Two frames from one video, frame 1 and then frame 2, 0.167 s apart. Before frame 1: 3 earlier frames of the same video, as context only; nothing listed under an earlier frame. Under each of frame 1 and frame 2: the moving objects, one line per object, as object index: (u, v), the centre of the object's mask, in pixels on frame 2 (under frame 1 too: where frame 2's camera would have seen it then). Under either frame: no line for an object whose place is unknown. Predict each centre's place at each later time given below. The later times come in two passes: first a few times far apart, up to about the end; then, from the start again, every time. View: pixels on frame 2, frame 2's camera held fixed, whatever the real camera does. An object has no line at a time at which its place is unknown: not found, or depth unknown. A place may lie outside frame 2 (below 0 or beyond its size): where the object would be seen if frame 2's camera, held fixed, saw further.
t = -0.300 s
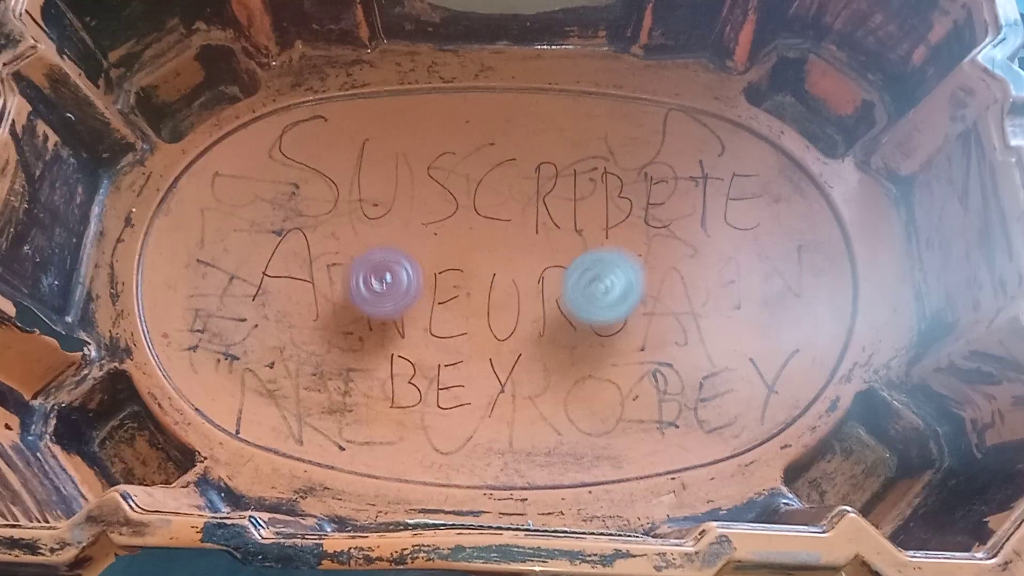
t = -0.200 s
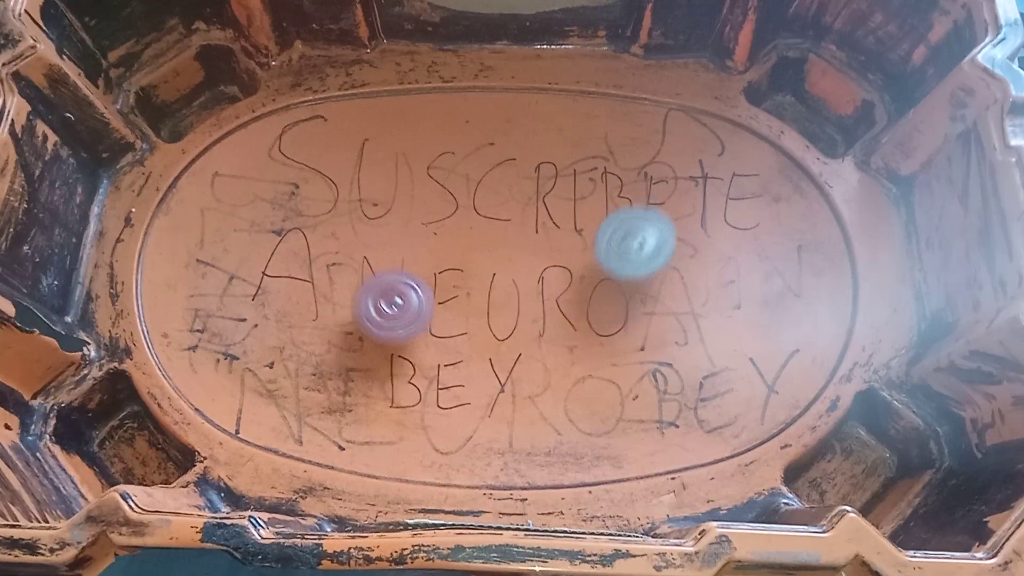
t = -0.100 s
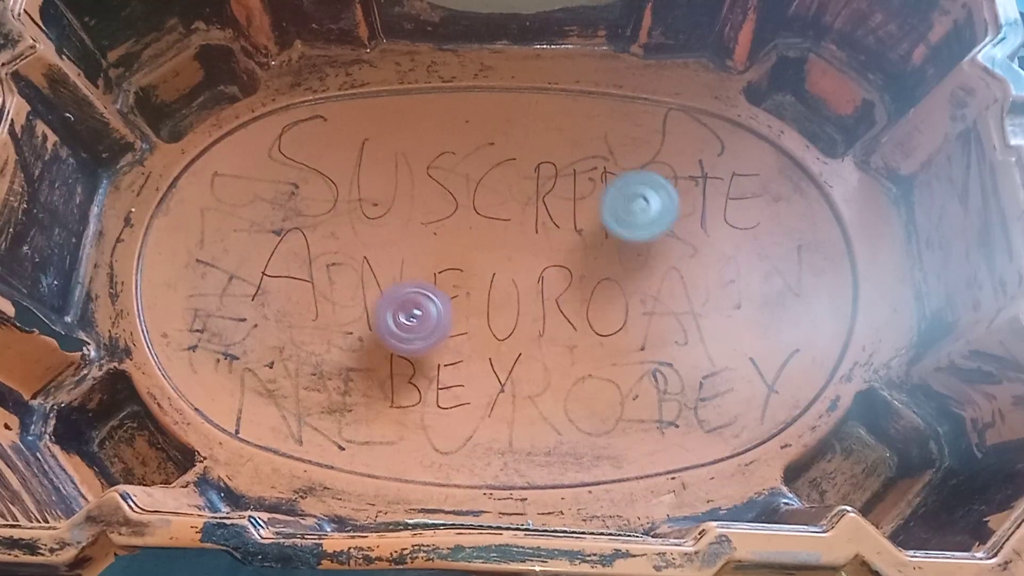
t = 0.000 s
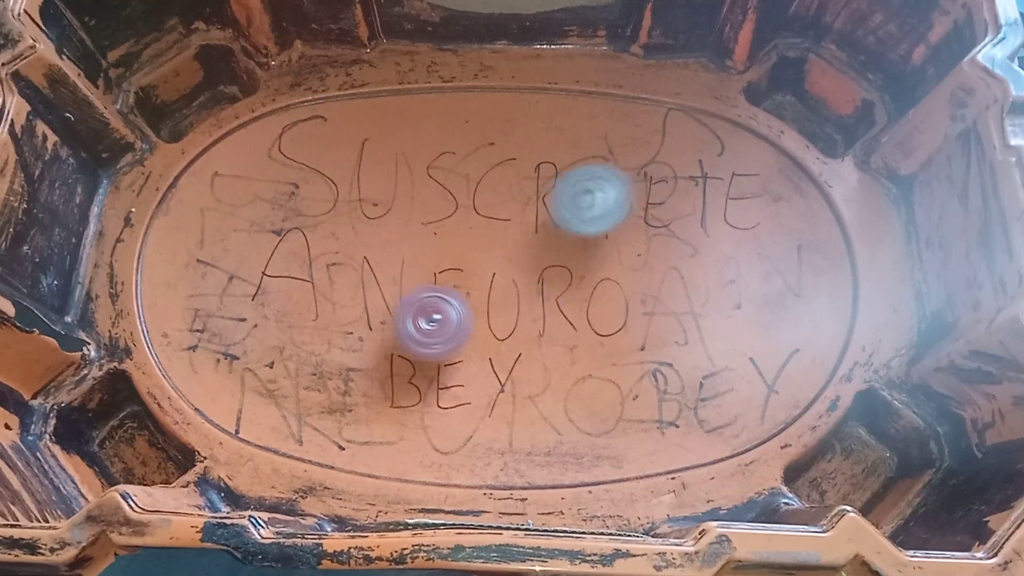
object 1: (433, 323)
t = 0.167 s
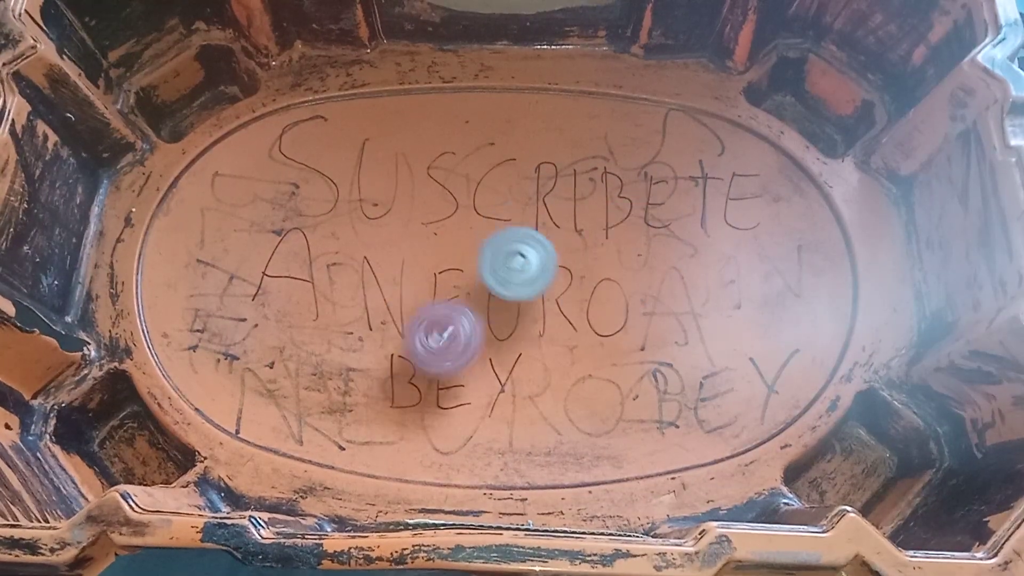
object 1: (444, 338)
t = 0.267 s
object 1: (431, 360)
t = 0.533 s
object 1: (483, 359)
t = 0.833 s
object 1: (507, 367)
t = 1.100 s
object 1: (526, 340)
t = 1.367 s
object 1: (547, 355)
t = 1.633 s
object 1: (564, 332)
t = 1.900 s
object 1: (596, 298)
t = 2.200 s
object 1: (569, 238)
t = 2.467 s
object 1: (531, 243)
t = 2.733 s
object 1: (539, 239)
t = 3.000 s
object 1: (550, 203)
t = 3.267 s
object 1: (531, 187)
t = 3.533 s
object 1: (511, 211)
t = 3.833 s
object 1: (518, 265)
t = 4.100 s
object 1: (536, 312)
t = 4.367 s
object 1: (537, 336)
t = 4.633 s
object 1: (526, 339)
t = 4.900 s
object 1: (507, 322)
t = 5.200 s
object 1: (584, 401)
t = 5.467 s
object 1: (624, 395)
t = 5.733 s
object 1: (604, 371)
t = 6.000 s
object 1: (585, 341)
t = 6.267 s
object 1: (603, 327)
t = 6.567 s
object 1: (652, 325)
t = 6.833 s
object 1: (633, 318)
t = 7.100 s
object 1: (570, 295)
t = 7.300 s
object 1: (511, 271)
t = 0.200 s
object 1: (436, 348)
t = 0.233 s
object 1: (432, 355)
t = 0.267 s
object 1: (431, 360)
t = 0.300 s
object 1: (435, 363)
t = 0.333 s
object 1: (441, 365)
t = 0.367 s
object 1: (449, 367)
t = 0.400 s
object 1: (455, 368)
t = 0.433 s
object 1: (464, 367)
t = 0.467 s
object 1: (470, 365)
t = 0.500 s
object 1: (477, 363)
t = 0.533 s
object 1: (483, 359)
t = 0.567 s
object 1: (489, 355)
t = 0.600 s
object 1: (494, 351)
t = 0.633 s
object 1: (498, 346)
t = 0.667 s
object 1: (502, 341)
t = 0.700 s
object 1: (504, 341)
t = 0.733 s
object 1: (504, 353)
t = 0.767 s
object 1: (504, 362)
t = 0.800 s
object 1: (504, 365)
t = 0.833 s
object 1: (507, 367)
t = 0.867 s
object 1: (509, 366)
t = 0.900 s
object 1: (512, 364)
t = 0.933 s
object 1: (515, 361)
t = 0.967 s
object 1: (518, 358)
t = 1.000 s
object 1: (521, 354)
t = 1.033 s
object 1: (524, 349)
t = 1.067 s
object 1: (525, 345)
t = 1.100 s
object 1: (526, 340)
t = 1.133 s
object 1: (527, 334)
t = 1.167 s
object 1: (525, 329)
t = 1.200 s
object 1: (525, 325)
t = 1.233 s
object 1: (523, 319)
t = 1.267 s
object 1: (529, 328)
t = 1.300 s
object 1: (536, 342)
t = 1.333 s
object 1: (542, 351)
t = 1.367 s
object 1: (547, 355)
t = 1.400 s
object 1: (550, 355)
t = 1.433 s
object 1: (553, 354)
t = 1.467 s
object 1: (557, 352)
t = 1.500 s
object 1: (560, 349)
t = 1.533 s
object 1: (562, 346)
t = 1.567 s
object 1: (563, 341)
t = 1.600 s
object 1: (563, 337)
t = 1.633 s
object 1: (564, 332)
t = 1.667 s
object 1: (564, 328)
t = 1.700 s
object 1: (563, 323)
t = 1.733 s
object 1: (561, 318)
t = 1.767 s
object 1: (559, 313)
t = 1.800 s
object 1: (562, 309)
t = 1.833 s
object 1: (579, 307)
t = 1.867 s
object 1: (590, 303)
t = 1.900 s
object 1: (596, 298)
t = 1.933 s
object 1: (596, 291)
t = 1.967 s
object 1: (596, 281)
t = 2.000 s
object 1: (595, 272)
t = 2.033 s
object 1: (592, 263)
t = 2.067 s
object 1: (587, 255)
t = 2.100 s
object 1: (583, 248)
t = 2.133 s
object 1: (578, 243)
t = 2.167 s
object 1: (573, 239)
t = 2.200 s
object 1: (569, 238)
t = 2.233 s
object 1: (564, 237)
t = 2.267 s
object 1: (559, 236)
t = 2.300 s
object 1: (553, 236)
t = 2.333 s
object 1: (548, 236)
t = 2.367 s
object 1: (542, 237)
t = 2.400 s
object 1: (537, 239)
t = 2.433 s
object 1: (534, 240)
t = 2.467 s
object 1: (531, 243)
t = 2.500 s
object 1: (539, 240)
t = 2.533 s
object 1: (546, 238)
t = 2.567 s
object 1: (548, 238)
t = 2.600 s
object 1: (548, 238)
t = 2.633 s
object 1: (545, 237)
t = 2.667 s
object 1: (543, 238)
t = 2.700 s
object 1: (541, 239)
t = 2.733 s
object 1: (539, 239)
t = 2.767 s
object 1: (538, 240)
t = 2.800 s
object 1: (539, 241)
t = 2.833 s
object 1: (541, 243)
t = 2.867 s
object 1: (544, 240)
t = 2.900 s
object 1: (551, 224)
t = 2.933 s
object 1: (554, 213)
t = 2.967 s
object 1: (552, 208)
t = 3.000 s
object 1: (550, 203)
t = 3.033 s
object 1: (548, 200)
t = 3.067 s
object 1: (546, 197)
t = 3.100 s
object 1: (543, 194)
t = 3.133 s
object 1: (541, 191)
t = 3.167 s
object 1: (538, 189)
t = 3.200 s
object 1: (536, 188)
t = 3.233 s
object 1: (534, 187)
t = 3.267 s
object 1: (531, 187)
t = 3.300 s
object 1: (527, 187)
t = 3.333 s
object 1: (524, 188)
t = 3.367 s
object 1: (521, 190)
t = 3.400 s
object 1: (518, 193)
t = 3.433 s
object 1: (515, 196)
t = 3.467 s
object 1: (513, 200)
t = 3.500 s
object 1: (512, 206)
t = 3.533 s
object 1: (511, 211)
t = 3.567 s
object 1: (510, 216)
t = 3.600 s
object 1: (510, 222)
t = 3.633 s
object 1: (509, 228)
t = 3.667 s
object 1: (509, 234)
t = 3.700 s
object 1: (511, 240)
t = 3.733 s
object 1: (514, 246)
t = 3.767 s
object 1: (516, 252)
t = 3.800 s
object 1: (517, 258)
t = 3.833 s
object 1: (518, 265)
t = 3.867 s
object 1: (519, 271)
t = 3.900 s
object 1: (518, 277)
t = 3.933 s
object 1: (522, 284)
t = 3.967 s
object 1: (527, 290)
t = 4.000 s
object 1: (530, 298)
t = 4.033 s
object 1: (532, 303)
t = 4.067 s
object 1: (534, 308)
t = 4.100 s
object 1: (536, 312)
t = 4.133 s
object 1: (537, 317)
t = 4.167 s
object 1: (539, 321)
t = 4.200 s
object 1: (539, 324)
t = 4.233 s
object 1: (539, 327)
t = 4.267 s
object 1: (540, 329)
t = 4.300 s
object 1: (539, 332)
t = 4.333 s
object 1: (539, 334)
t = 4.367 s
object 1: (537, 336)
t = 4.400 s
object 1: (537, 337)
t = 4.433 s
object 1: (536, 339)
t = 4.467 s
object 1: (534, 339)
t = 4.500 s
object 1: (532, 340)
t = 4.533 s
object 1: (531, 340)
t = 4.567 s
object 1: (530, 340)
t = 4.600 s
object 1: (528, 340)
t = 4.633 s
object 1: (526, 339)
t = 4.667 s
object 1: (524, 338)
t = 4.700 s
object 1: (523, 337)
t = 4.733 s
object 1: (521, 335)
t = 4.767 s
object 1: (518, 333)
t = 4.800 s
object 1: (515, 331)
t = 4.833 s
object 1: (513, 328)
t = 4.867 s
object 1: (510, 325)
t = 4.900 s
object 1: (507, 322)
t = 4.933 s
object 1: (505, 318)
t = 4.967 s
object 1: (503, 315)
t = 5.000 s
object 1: (501, 311)
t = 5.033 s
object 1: (500, 309)
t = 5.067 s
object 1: (519, 334)
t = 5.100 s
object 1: (539, 360)
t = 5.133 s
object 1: (555, 379)
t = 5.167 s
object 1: (572, 393)
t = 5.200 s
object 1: (584, 401)
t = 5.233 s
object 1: (593, 404)
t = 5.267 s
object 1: (600, 404)
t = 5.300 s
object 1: (606, 402)
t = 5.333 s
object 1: (611, 401)
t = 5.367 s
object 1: (616, 400)
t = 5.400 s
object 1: (621, 398)
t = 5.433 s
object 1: (623, 396)
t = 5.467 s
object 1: (624, 395)
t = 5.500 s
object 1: (625, 393)
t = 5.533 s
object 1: (624, 390)
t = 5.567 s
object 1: (623, 388)
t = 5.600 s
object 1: (621, 385)
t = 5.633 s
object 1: (618, 382)
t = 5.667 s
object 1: (614, 378)
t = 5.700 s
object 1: (609, 374)
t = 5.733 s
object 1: (604, 371)
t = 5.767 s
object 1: (599, 367)
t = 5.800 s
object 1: (595, 362)
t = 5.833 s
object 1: (590, 356)
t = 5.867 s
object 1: (585, 351)
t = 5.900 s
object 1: (580, 345)
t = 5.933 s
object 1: (573, 339)
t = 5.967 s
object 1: (568, 334)
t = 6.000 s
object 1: (585, 341)
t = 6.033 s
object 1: (601, 347)
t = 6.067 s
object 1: (610, 351)
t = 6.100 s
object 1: (613, 350)
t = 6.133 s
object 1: (614, 347)
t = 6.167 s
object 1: (613, 342)
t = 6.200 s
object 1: (610, 337)
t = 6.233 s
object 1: (608, 331)
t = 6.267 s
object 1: (603, 327)
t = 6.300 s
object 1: (599, 322)
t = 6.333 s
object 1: (599, 318)
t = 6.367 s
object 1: (618, 321)
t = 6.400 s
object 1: (634, 325)
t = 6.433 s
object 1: (642, 328)
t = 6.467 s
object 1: (646, 327)
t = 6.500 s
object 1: (649, 327)
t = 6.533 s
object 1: (651, 326)
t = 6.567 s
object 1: (652, 325)
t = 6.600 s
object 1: (652, 324)
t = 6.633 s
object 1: (651, 324)
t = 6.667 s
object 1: (650, 323)
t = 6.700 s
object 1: (649, 322)
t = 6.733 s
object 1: (646, 321)
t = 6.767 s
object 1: (642, 320)
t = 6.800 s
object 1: (638, 319)
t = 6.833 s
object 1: (633, 318)
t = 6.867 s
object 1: (628, 316)
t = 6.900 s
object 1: (622, 315)
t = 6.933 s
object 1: (615, 314)
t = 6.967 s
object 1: (608, 311)
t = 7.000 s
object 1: (598, 308)
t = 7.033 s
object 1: (590, 305)
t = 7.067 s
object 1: (580, 300)
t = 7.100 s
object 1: (570, 295)
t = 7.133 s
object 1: (561, 291)
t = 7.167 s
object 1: (552, 286)
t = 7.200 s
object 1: (542, 281)
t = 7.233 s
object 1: (530, 277)
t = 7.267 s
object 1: (518, 272)
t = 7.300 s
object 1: (511, 271)
